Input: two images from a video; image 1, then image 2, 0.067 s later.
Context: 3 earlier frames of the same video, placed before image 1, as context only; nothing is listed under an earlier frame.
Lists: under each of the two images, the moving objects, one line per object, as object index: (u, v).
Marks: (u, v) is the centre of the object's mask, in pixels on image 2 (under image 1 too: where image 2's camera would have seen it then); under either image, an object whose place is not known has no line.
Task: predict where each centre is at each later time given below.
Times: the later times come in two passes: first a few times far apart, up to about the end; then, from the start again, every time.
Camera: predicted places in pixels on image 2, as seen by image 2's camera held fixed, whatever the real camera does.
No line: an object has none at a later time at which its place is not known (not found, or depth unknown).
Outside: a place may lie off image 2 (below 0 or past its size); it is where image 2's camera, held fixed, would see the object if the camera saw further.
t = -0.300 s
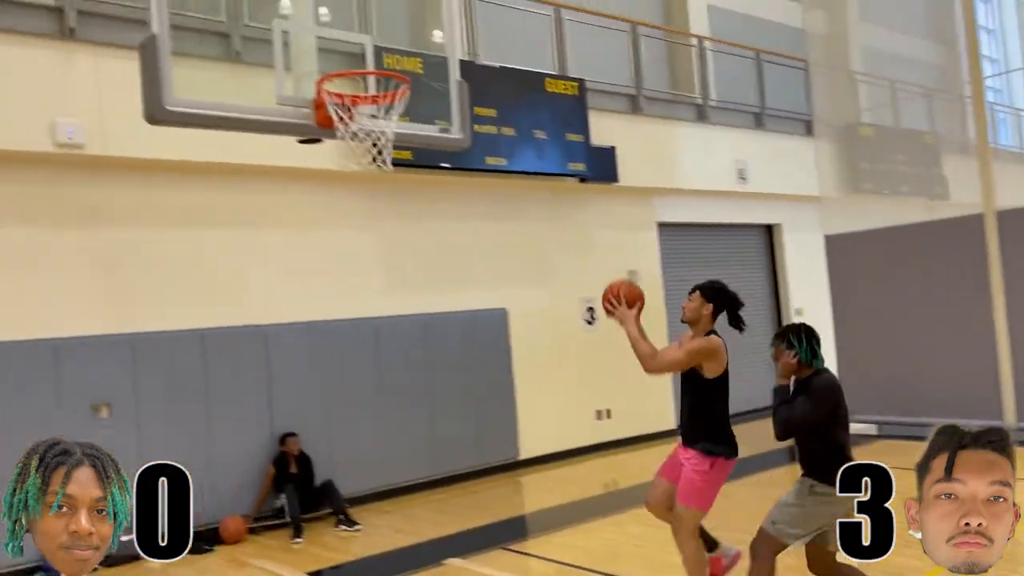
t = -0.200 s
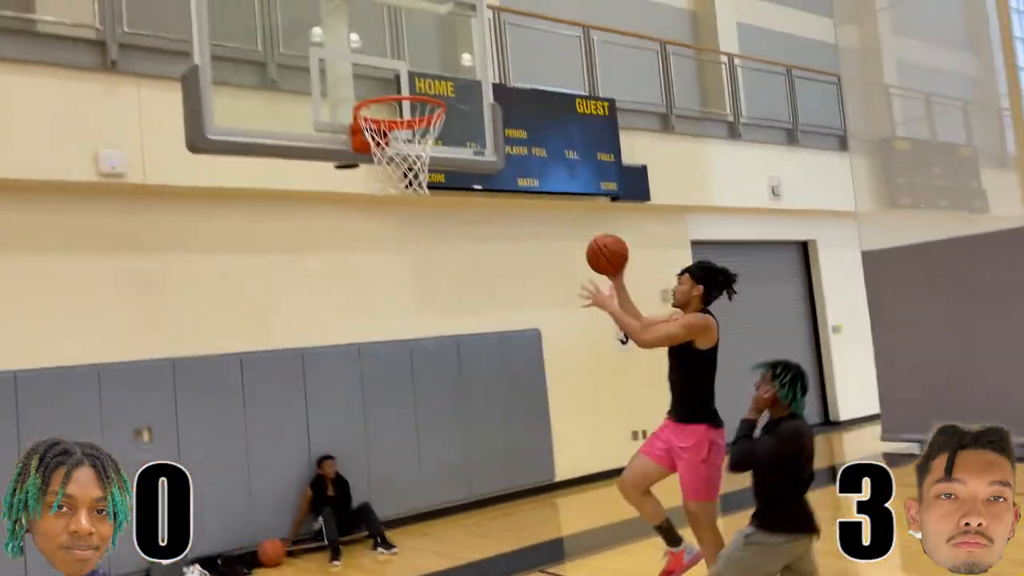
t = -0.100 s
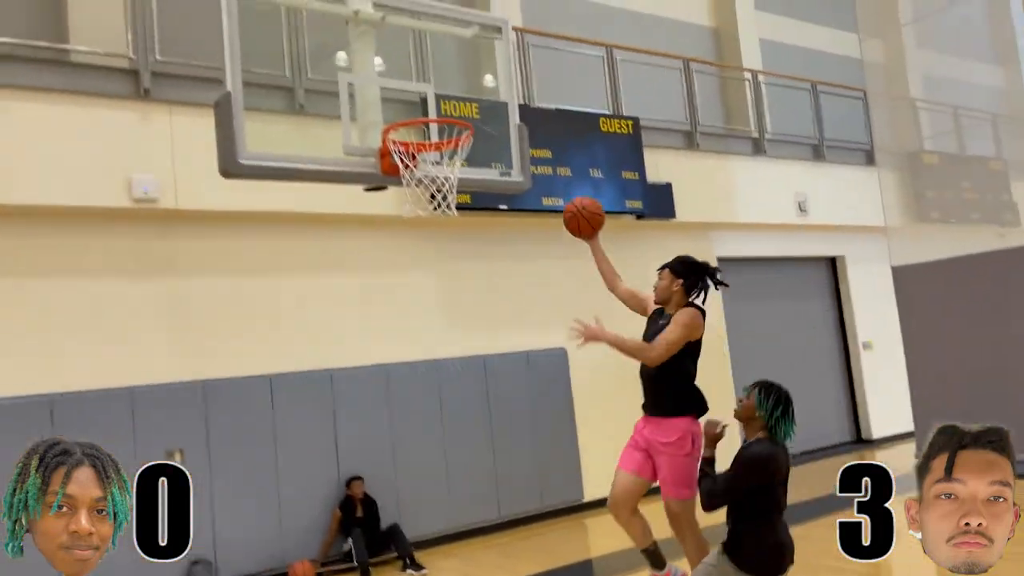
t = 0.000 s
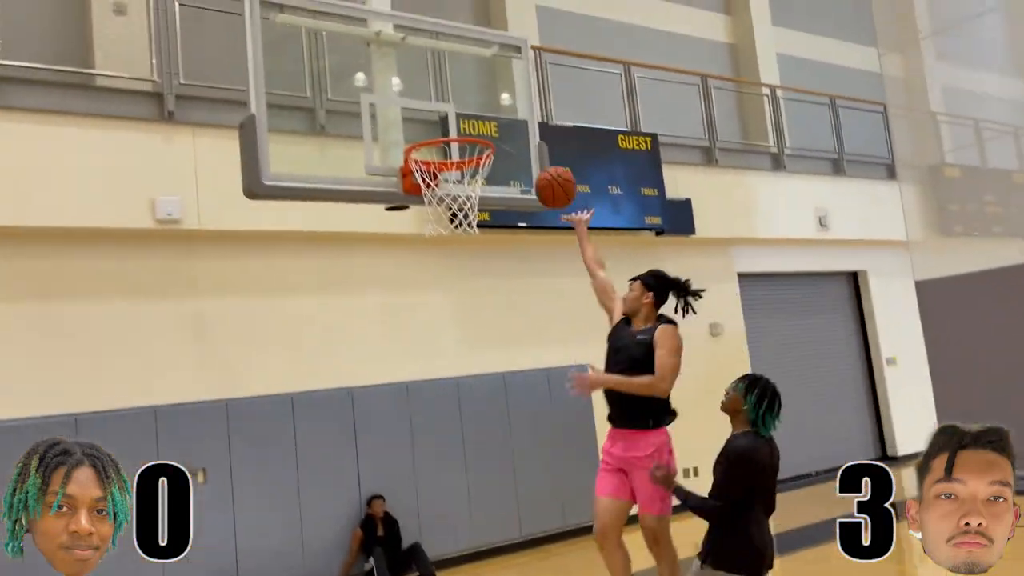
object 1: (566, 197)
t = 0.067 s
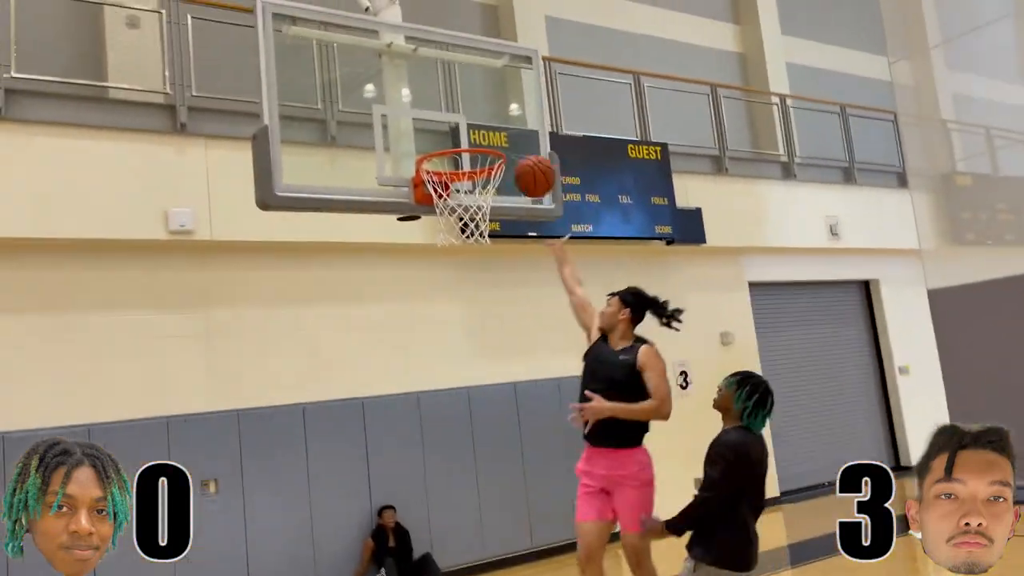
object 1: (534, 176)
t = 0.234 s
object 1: (515, 158)
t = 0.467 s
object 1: (548, 192)
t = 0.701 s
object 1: (617, 299)
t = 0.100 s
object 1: (521, 168)
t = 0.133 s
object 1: (514, 162)
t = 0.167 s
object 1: (514, 159)
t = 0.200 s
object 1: (514, 158)
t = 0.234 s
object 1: (515, 158)
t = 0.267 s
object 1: (516, 161)
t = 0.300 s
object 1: (517, 166)
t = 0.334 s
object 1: (520, 170)
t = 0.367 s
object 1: (525, 173)
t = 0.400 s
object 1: (532, 177)
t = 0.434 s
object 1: (540, 184)
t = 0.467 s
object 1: (548, 192)
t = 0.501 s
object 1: (557, 202)
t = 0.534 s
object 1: (566, 213)
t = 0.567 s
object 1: (575, 226)
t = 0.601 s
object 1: (585, 242)
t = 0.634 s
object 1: (596, 259)
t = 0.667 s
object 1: (606, 278)
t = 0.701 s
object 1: (617, 299)
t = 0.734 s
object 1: (627, 322)
